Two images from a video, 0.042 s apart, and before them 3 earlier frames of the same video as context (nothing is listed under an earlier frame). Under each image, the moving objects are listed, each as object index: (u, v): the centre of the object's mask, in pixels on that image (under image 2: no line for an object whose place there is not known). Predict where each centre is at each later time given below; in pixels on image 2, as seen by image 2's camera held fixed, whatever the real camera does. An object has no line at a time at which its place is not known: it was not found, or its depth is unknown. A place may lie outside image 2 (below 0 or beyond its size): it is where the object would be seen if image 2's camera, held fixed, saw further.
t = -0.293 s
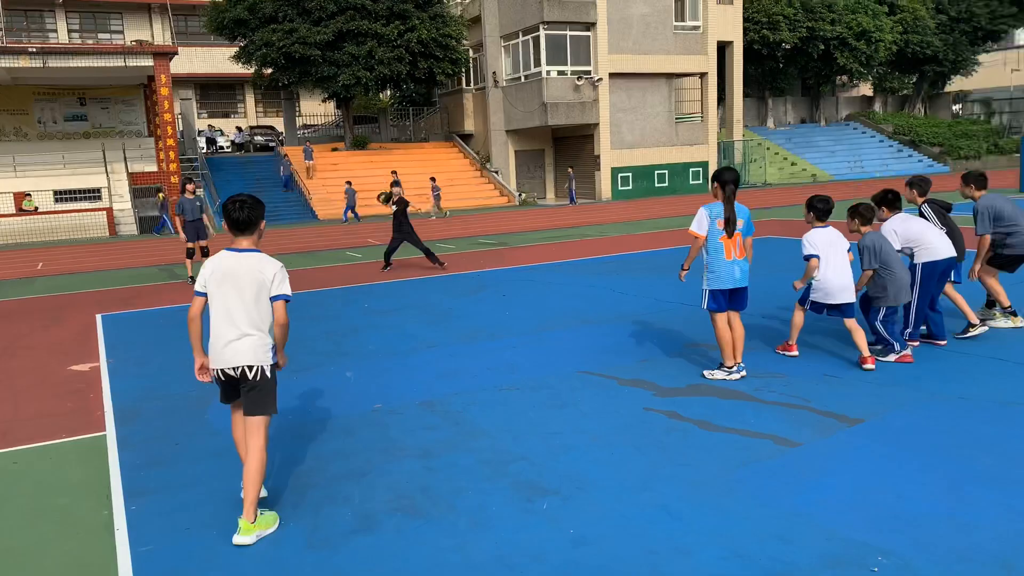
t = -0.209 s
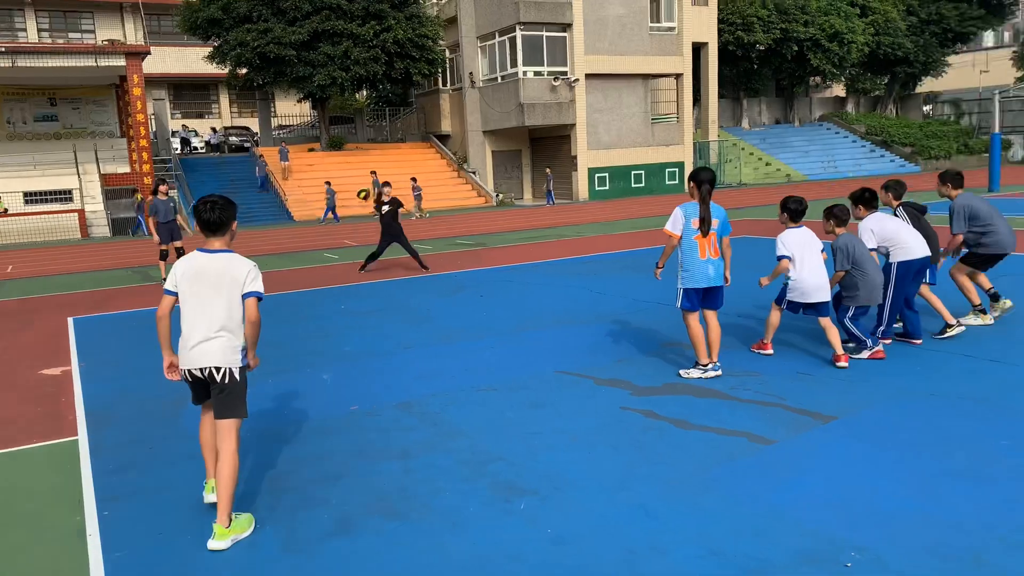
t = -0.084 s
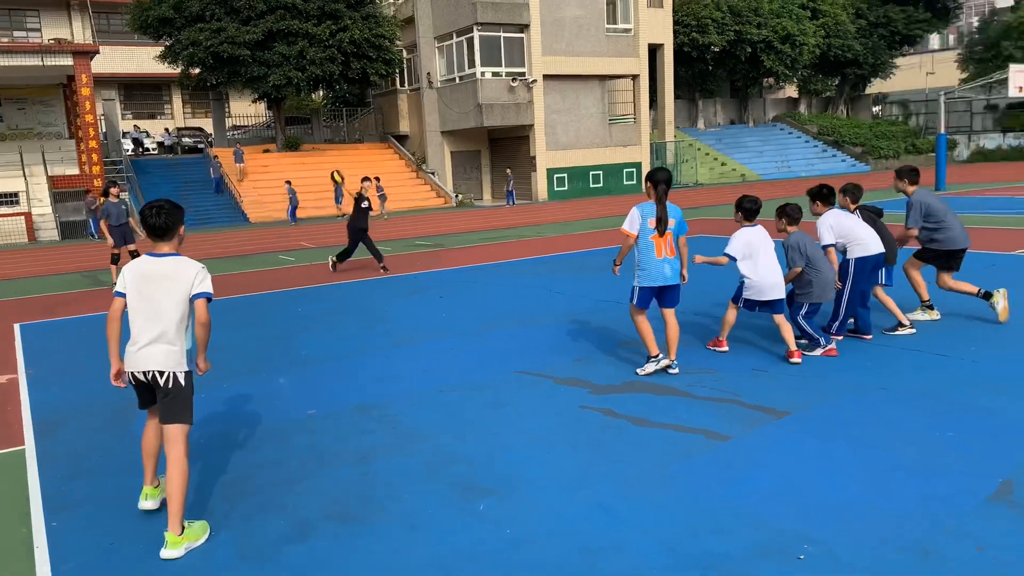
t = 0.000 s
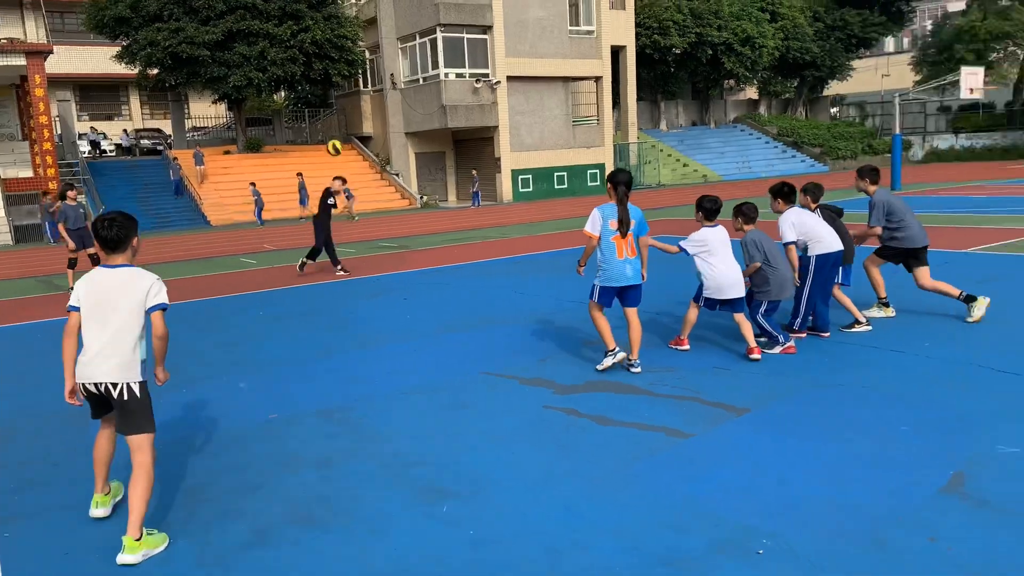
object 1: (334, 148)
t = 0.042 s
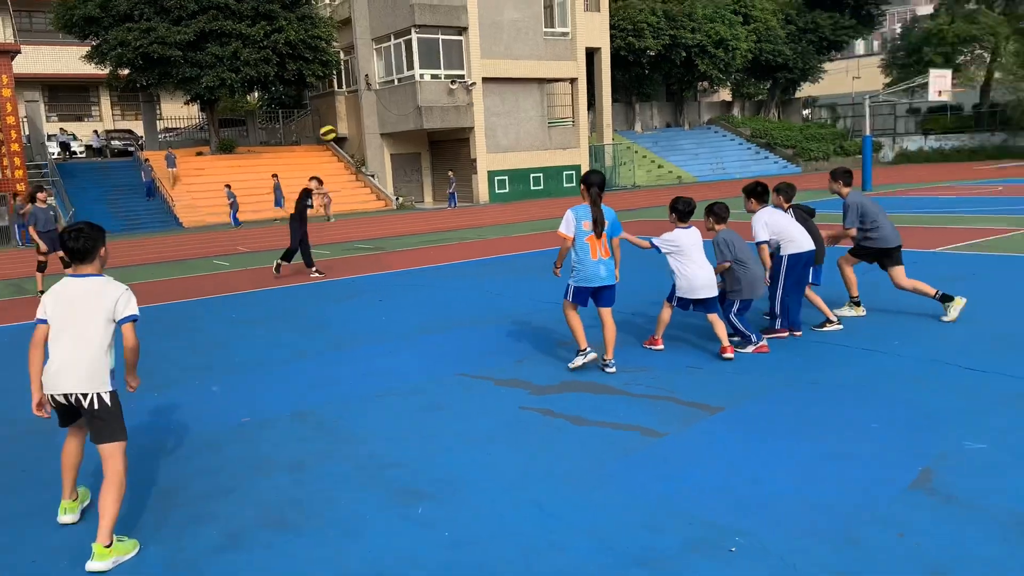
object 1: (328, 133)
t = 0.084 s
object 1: (347, 118)
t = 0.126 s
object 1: (368, 103)
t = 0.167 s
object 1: (391, 89)
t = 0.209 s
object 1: (416, 75)
